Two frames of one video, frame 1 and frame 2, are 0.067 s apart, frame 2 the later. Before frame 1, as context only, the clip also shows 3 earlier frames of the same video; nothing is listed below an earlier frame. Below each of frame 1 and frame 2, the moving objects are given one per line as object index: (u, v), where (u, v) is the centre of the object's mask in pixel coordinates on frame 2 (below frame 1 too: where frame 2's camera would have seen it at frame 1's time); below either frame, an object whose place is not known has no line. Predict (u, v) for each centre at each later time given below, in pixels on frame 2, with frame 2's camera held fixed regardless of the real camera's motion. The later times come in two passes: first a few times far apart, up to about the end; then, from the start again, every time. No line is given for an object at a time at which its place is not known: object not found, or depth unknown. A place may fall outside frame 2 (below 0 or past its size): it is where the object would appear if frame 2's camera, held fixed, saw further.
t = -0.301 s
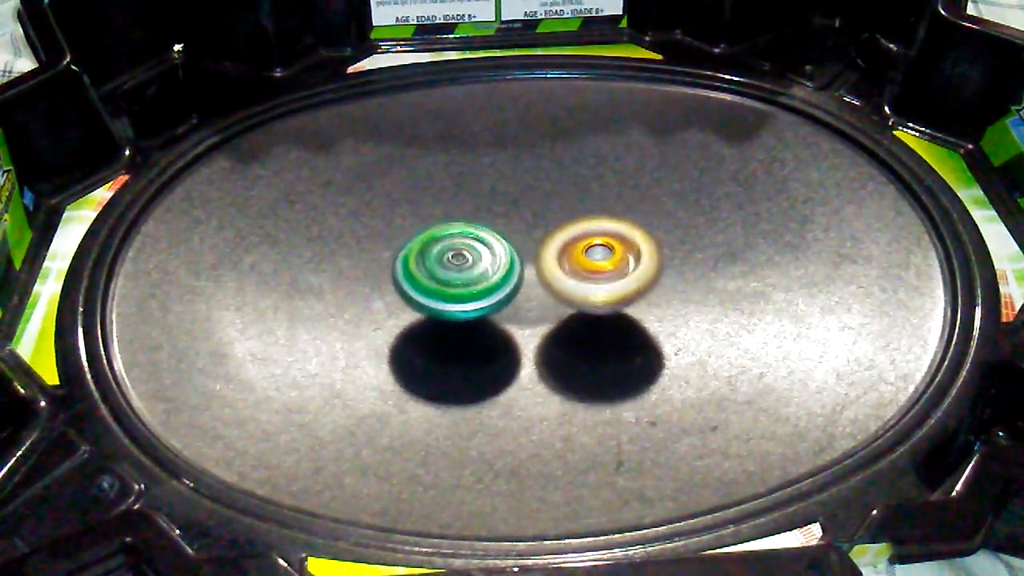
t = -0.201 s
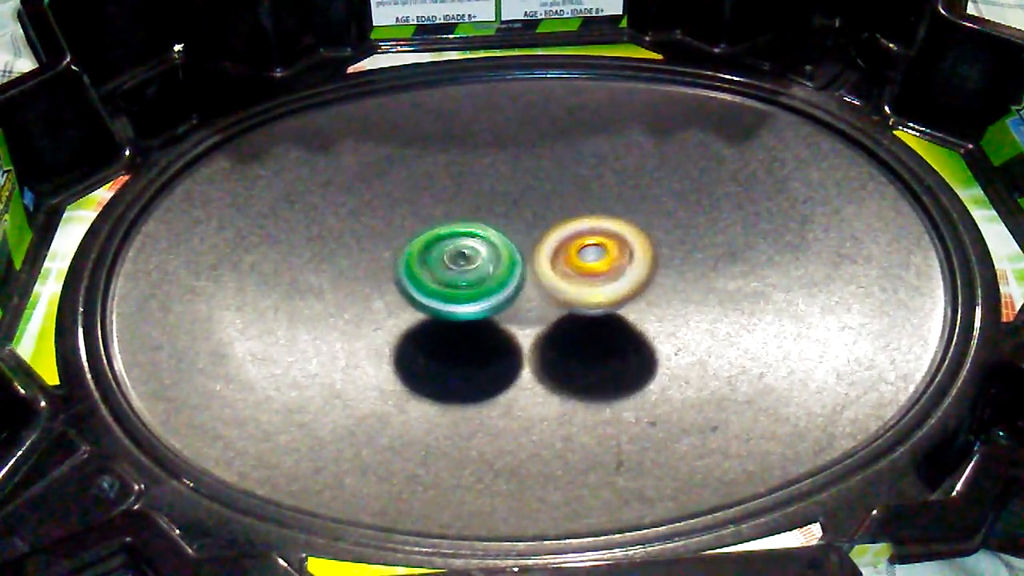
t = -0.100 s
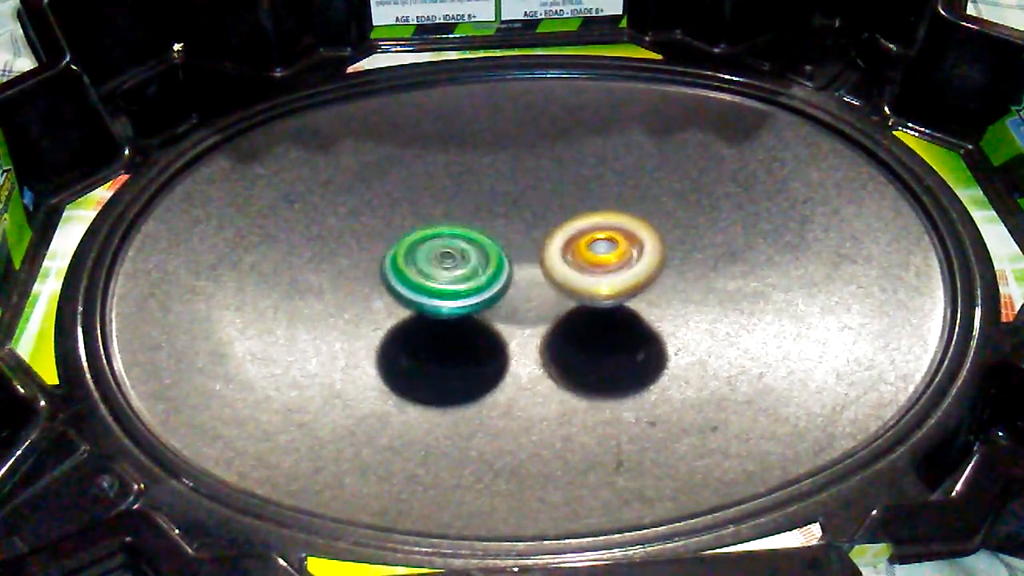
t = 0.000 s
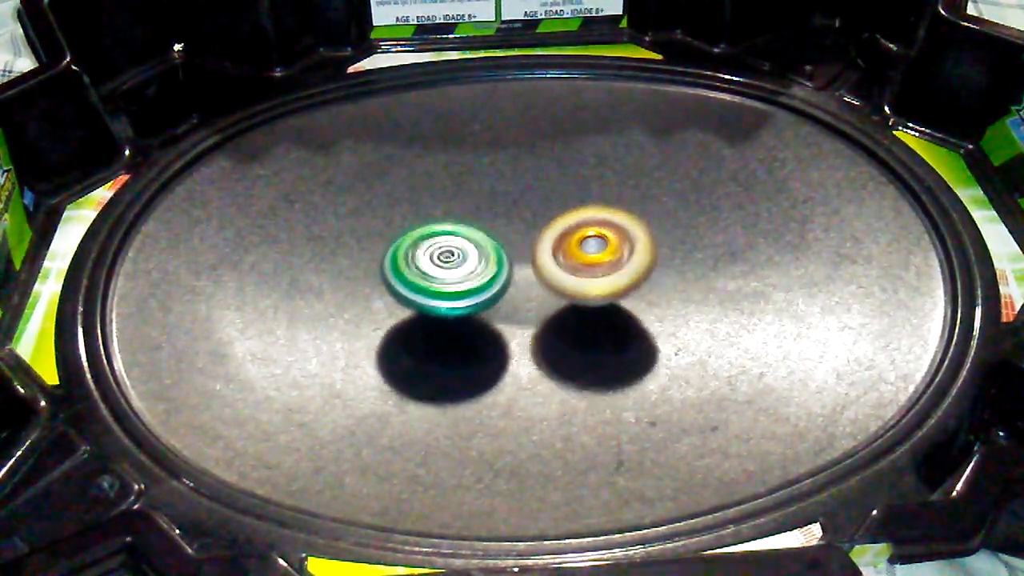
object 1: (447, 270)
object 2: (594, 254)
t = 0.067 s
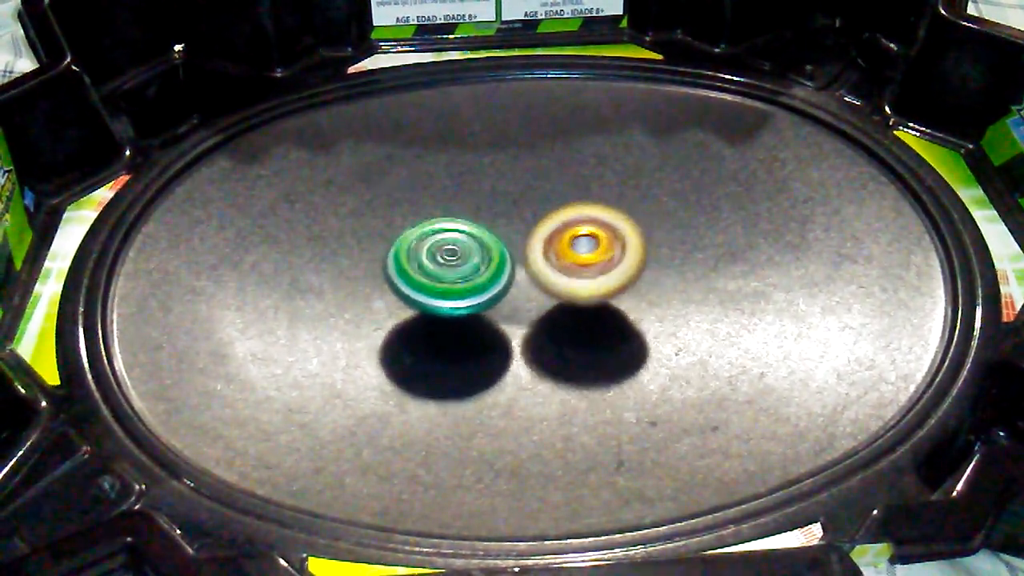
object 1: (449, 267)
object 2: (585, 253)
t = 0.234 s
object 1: (448, 265)
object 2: (578, 245)
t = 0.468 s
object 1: (441, 263)
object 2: (590, 245)
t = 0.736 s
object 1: (452, 261)
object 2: (588, 254)
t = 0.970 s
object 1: (436, 263)
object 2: (607, 266)
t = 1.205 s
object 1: (434, 257)
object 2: (615, 264)
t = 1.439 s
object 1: (453, 262)
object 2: (585, 260)
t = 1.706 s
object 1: (448, 275)
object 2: (583, 260)
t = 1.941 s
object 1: (444, 275)
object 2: (577, 261)
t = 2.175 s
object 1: (449, 273)
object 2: (587, 261)
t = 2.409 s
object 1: (458, 272)
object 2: (595, 257)
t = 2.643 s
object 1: (459, 275)
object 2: (587, 249)
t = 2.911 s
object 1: (452, 269)
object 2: (575, 244)
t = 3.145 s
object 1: (443, 265)
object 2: (586, 237)
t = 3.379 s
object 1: (459, 267)
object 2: (584, 237)
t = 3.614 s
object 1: (454, 276)
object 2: (590, 246)
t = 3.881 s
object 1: (449, 272)
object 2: (588, 265)
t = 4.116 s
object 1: (430, 260)
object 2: (609, 274)
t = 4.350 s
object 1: (438, 260)
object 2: (595, 280)
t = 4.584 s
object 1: (457, 278)
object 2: (576, 293)
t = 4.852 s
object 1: (432, 284)
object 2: (584, 279)
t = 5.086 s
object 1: (436, 270)
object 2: (576, 259)
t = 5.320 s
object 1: (442, 264)
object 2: (604, 259)
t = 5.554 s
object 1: (459, 275)
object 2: (583, 260)
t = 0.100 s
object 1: (450, 267)
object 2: (580, 251)
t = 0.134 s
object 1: (448, 265)
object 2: (580, 249)
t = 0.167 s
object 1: (445, 265)
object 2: (580, 247)
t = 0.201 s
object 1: (446, 265)
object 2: (580, 246)
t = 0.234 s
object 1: (448, 265)
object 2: (578, 245)
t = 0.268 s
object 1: (450, 265)
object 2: (577, 245)
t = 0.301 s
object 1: (449, 265)
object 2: (578, 244)
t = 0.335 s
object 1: (444, 264)
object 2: (584, 243)
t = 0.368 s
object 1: (441, 264)
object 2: (587, 243)
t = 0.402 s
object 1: (440, 264)
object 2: (590, 243)
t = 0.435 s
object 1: (440, 264)
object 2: (589, 245)
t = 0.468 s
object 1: (441, 263)
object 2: (590, 245)
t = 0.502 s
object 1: (442, 262)
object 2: (588, 248)
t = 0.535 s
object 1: (444, 262)
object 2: (588, 249)
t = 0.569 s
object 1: (446, 261)
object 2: (586, 252)
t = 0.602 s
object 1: (449, 261)
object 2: (586, 253)
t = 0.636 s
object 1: (451, 262)
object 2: (584, 255)
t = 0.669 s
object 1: (454, 262)
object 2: (585, 254)
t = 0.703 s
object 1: (452, 261)
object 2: (586, 255)
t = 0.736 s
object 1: (452, 261)
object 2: (588, 254)
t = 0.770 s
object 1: (454, 262)
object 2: (586, 257)
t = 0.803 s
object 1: (454, 265)
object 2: (588, 258)
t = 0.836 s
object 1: (455, 265)
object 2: (586, 261)
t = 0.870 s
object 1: (457, 266)
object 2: (587, 262)
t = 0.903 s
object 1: (449, 265)
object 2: (594, 263)
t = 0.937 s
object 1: (440, 263)
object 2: (602, 264)
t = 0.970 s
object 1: (436, 263)
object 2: (607, 266)
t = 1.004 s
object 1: (434, 263)
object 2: (613, 266)
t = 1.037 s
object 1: (432, 263)
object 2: (616, 267)
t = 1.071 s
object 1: (431, 262)
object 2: (618, 266)
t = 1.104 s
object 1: (430, 259)
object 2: (618, 267)
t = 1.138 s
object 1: (432, 257)
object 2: (619, 266)
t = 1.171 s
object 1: (432, 257)
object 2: (616, 265)
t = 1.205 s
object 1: (434, 257)
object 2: (615, 264)
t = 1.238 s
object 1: (436, 257)
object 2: (610, 264)
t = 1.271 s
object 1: (440, 257)
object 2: (607, 262)
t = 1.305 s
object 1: (444, 258)
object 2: (599, 262)
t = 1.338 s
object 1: (447, 258)
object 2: (594, 261)
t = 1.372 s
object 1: (452, 260)
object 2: (585, 262)
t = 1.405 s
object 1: (455, 261)
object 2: (584, 262)
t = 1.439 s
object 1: (453, 262)
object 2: (585, 260)
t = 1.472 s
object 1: (453, 264)
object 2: (585, 259)
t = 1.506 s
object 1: (454, 265)
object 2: (584, 259)
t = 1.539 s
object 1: (453, 267)
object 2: (586, 259)
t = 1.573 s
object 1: (452, 269)
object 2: (585, 259)
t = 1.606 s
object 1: (452, 272)
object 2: (586, 259)
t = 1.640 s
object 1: (451, 273)
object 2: (584, 260)
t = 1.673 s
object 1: (450, 274)
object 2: (584, 260)
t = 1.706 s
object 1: (448, 275)
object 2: (583, 260)
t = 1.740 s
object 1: (447, 275)
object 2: (582, 261)
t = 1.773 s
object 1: (447, 276)
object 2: (581, 259)
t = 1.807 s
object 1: (446, 276)
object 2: (580, 261)
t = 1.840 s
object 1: (447, 277)
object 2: (580, 259)
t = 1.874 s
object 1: (447, 275)
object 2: (577, 261)
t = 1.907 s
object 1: (447, 275)
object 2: (577, 260)
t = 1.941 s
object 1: (444, 275)
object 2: (577, 261)
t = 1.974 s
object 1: (444, 275)
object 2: (578, 261)
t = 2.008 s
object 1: (445, 275)
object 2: (577, 261)
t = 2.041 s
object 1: (446, 275)
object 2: (579, 261)
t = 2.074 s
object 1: (448, 274)
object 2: (579, 262)
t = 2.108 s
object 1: (451, 273)
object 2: (582, 261)
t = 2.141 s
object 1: (451, 273)
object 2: (583, 261)
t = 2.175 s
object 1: (449, 273)
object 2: (587, 261)
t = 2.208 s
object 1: (451, 273)
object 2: (585, 261)
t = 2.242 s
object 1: (453, 273)
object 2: (587, 261)
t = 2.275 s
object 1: (456, 274)
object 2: (587, 261)
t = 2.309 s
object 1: (455, 273)
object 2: (591, 261)
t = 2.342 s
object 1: (454, 272)
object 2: (592, 260)
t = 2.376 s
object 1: (456, 271)
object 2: (593, 259)
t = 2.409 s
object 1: (458, 272)
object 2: (595, 257)
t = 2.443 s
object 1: (459, 274)
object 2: (592, 258)
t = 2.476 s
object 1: (460, 274)
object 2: (591, 256)
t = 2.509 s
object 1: (460, 273)
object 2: (589, 255)
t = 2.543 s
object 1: (458, 274)
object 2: (590, 253)
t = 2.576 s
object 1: (458, 274)
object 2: (588, 252)
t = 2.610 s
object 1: (459, 274)
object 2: (589, 251)
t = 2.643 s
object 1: (459, 275)
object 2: (587, 249)
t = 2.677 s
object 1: (453, 274)
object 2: (587, 248)
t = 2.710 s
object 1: (449, 274)
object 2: (587, 246)
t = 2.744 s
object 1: (450, 273)
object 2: (584, 247)
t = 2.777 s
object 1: (451, 273)
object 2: (585, 245)
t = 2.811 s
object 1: (452, 273)
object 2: (580, 245)
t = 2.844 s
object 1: (451, 272)
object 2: (580, 244)
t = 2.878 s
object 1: (451, 271)
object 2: (577, 243)
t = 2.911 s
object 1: (452, 269)
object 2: (575, 244)
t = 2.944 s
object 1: (450, 268)
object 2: (577, 242)
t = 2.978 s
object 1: (450, 267)
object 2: (574, 241)
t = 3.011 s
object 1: (450, 267)
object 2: (577, 239)
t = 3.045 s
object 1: (444, 266)
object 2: (582, 239)
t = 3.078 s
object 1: (442, 267)
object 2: (586, 237)
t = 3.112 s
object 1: (443, 266)
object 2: (584, 236)
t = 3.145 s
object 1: (443, 265)
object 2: (586, 237)
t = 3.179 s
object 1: (443, 265)
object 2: (589, 235)
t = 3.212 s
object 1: (444, 265)
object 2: (588, 235)
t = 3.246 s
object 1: (446, 265)
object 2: (592, 234)
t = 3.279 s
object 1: (450, 265)
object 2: (591, 233)
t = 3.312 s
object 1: (454, 265)
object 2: (590, 234)
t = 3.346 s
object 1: (456, 266)
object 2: (589, 234)
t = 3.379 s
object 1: (459, 267)
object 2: (584, 237)
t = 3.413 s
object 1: (461, 269)
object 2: (586, 238)
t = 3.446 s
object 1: (462, 269)
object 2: (585, 239)
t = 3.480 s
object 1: (460, 271)
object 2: (587, 239)
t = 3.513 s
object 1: (460, 271)
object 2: (585, 240)
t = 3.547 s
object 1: (459, 273)
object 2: (585, 243)
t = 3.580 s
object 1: (456, 275)
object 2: (590, 244)
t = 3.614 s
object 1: (454, 276)
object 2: (590, 246)
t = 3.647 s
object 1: (452, 276)
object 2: (591, 248)
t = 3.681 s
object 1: (450, 276)
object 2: (593, 250)
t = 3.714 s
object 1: (449, 276)
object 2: (592, 253)
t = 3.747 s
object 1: (447, 275)
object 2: (594, 254)
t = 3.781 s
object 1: (446, 274)
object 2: (594, 257)
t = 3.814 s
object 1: (447, 273)
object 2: (592, 260)
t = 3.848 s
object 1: (447, 272)
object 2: (592, 262)
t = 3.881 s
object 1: (449, 272)
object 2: (588, 265)
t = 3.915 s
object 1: (451, 272)
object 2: (588, 266)
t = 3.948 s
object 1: (454, 271)
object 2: (587, 267)
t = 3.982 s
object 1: (453, 268)
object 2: (587, 270)
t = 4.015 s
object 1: (454, 265)
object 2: (587, 271)
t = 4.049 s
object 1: (451, 265)
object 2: (589, 270)
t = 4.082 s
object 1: (440, 262)
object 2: (603, 275)
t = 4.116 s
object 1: (430, 260)
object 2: (609, 274)
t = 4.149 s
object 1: (425, 258)
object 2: (610, 272)
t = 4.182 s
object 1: (427, 257)
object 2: (610, 271)
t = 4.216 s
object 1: (429, 256)
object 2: (608, 269)
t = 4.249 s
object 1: (432, 257)
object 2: (603, 270)
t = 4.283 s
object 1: (435, 258)
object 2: (598, 273)
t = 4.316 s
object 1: (437, 259)
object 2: (595, 277)
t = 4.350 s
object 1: (438, 260)
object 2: (595, 280)
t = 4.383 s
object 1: (440, 261)
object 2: (594, 284)
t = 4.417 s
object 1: (444, 262)
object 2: (595, 284)
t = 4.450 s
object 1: (449, 265)
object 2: (588, 283)
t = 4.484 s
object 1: (453, 267)
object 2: (589, 290)
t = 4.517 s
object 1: (454, 271)
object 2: (584, 289)
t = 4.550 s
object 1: (456, 275)
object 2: (577, 289)
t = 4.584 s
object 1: (457, 278)
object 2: (576, 293)
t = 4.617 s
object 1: (454, 282)
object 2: (577, 298)
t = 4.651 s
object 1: (450, 286)
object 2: (579, 297)
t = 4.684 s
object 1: (446, 289)
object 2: (582, 300)
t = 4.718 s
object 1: (441, 290)
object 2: (584, 296)
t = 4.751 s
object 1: (437, 292)
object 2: (586, 293)
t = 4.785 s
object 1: (435, 290)
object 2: (589, 284)
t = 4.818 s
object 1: (432, 287)
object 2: (587, 283)
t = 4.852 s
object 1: (432, 284)
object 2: (584, 279)
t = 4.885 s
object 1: (432, 281)
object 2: (579, 275)
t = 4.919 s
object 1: (434, 279)
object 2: (577, 268)
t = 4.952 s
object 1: (438, 278)
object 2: (574, 270)
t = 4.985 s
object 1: (441, 277)
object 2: (571, 266)
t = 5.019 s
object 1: (444, 277)
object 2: (567, 266)
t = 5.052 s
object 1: (445, 273)
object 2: (567, 262)
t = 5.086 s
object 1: (436, 270)
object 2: (576, 259)
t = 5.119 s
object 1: (429, 264)
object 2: (591, 259)
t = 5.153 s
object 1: (428, 261)
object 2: (598, 255)
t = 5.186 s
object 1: (433, 259)
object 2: (605, 255)
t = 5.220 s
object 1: (437, 255)
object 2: (605, 254)
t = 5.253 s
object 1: (441, 258)
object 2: (603, 255)
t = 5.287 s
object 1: (441, 262)
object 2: (604, 258)
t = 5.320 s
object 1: (442, 264)
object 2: (604, 259)
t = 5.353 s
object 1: (444, 264)
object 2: (601, 259)
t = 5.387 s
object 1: (447, 265)
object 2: (598, 258)
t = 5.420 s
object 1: (452, 265)
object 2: (590, 258)
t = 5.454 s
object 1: (455, 267)
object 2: (586, 258)
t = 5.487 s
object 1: (456, 268)
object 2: (584, 258)
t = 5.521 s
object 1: (457, 271)
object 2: (583, 260)
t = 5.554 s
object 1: (459, 275)
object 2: (583, 260)
